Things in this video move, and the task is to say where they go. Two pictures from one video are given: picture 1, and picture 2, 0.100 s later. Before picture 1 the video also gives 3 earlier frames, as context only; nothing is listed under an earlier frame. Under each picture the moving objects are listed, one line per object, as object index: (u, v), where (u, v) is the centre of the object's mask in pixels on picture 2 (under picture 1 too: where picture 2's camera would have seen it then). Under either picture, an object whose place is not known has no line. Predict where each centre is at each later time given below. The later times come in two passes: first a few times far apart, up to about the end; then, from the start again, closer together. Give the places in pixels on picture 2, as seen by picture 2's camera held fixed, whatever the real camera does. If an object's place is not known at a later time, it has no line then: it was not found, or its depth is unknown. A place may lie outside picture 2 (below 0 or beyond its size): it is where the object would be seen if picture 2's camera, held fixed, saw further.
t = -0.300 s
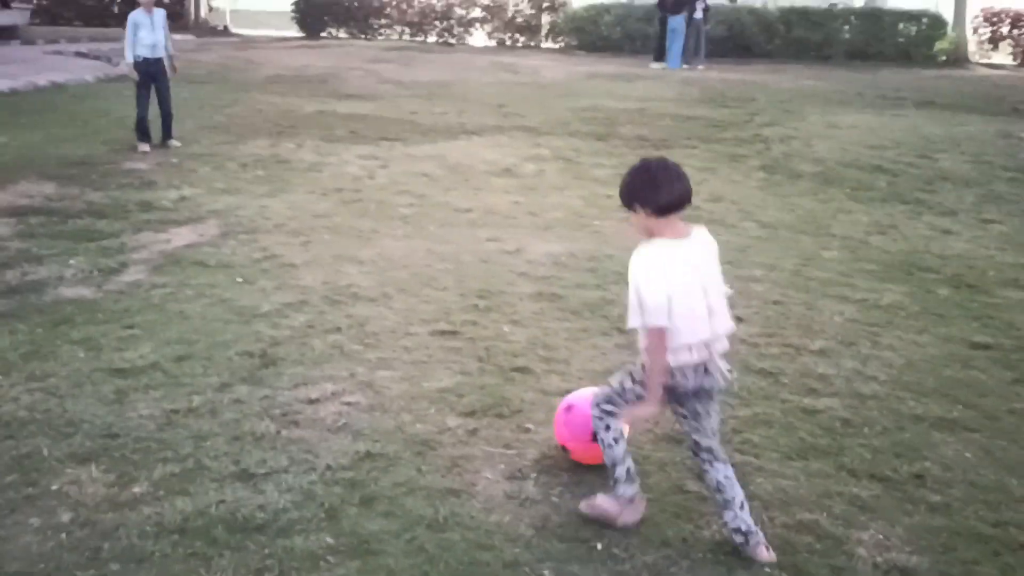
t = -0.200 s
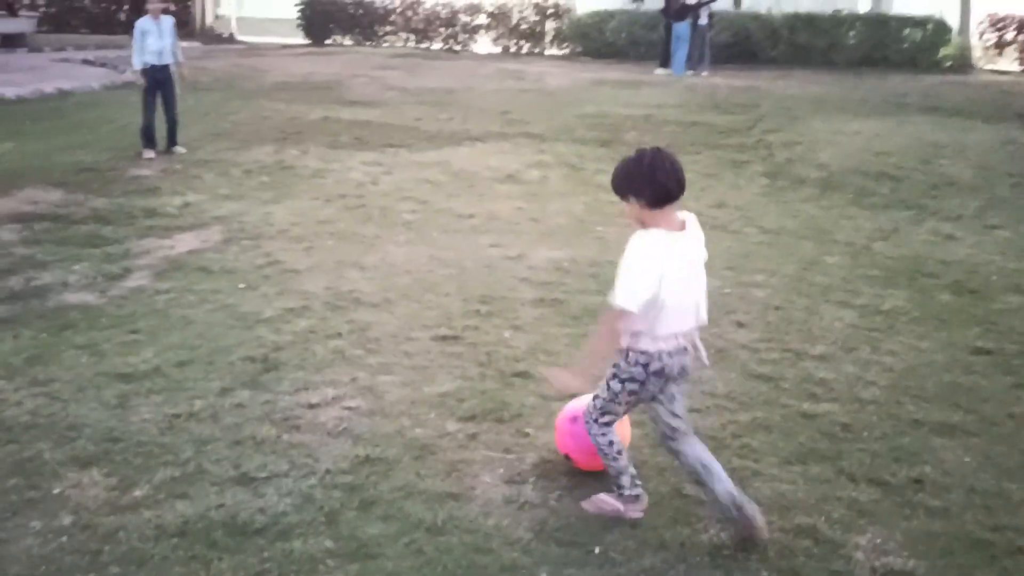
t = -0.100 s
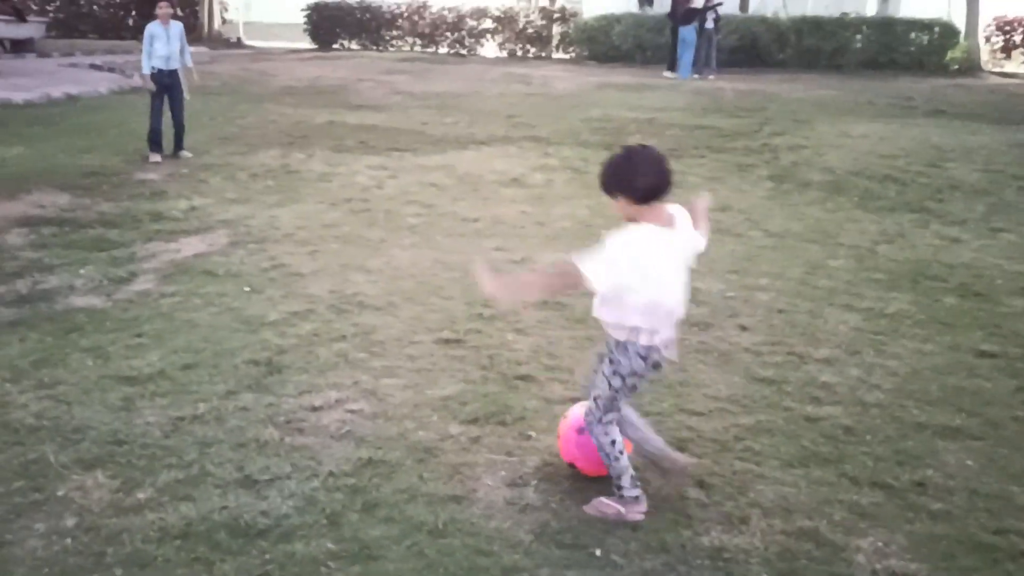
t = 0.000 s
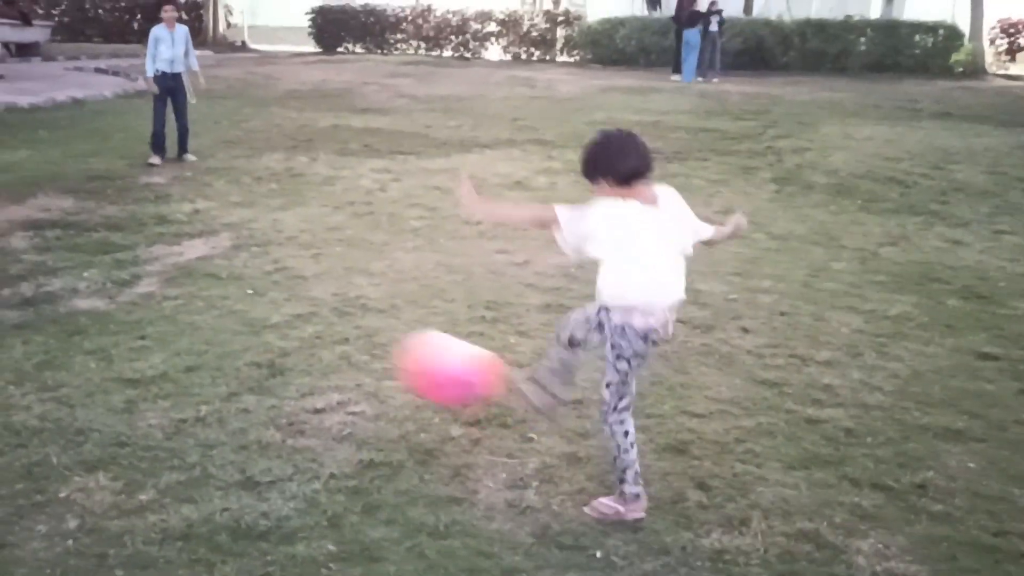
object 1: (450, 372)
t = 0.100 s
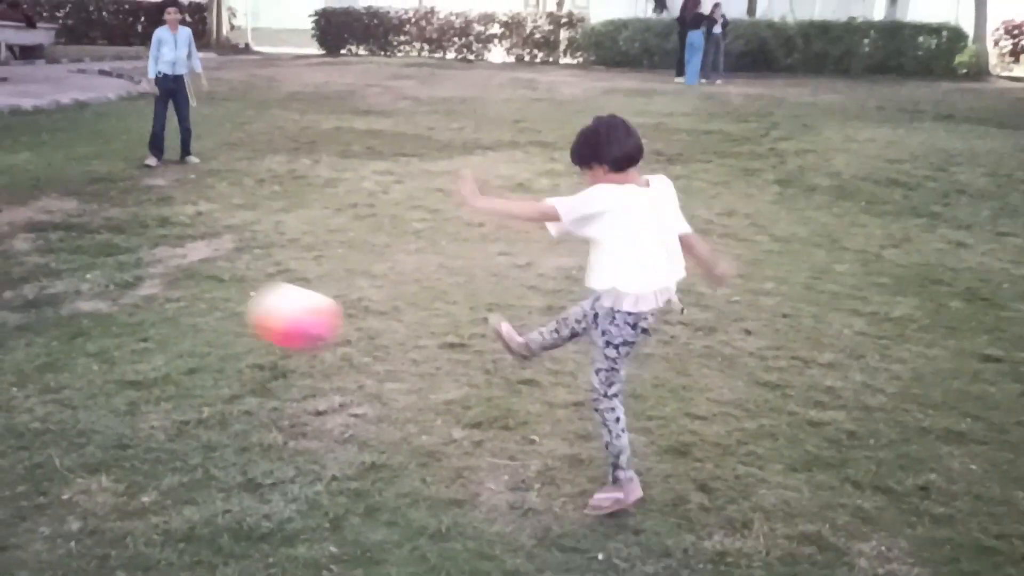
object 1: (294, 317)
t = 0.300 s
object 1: (97, 270)
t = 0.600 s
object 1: (-35, 246)
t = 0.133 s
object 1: (252, 305)
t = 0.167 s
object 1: (212, 294)
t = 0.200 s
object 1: (179, 285)
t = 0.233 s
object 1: (149, 278)
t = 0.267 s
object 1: (123, 273)
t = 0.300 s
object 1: (97, 270)
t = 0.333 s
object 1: (74, 270)
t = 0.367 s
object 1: (51, 272)
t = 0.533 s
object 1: (-20, 258)
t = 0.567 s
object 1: (-28, 251)
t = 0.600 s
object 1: (-35, 246)
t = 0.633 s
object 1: (-42, 243)
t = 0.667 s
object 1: (-49, 242)
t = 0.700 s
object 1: (-56, 243)
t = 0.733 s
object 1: (-63, 245)
